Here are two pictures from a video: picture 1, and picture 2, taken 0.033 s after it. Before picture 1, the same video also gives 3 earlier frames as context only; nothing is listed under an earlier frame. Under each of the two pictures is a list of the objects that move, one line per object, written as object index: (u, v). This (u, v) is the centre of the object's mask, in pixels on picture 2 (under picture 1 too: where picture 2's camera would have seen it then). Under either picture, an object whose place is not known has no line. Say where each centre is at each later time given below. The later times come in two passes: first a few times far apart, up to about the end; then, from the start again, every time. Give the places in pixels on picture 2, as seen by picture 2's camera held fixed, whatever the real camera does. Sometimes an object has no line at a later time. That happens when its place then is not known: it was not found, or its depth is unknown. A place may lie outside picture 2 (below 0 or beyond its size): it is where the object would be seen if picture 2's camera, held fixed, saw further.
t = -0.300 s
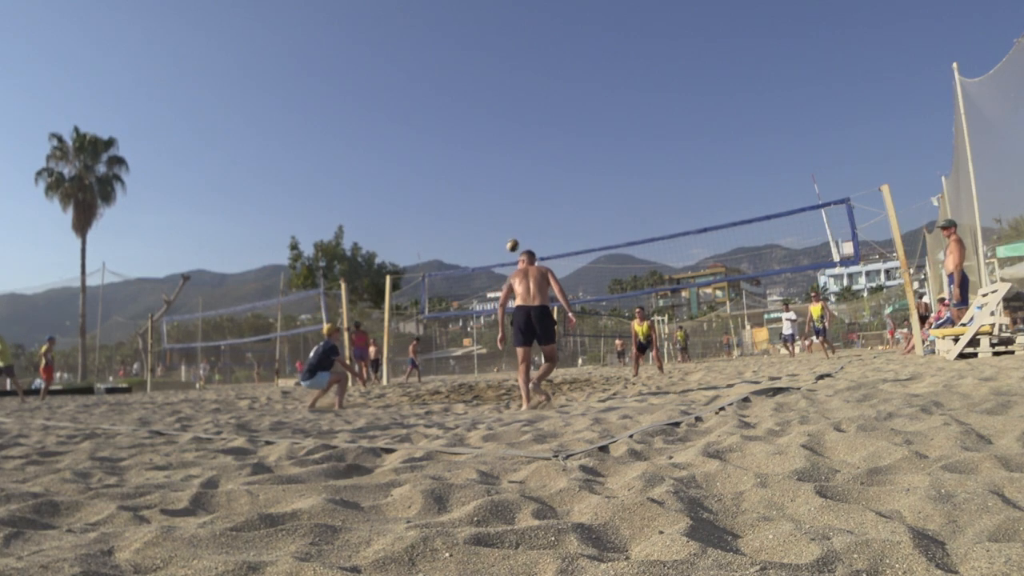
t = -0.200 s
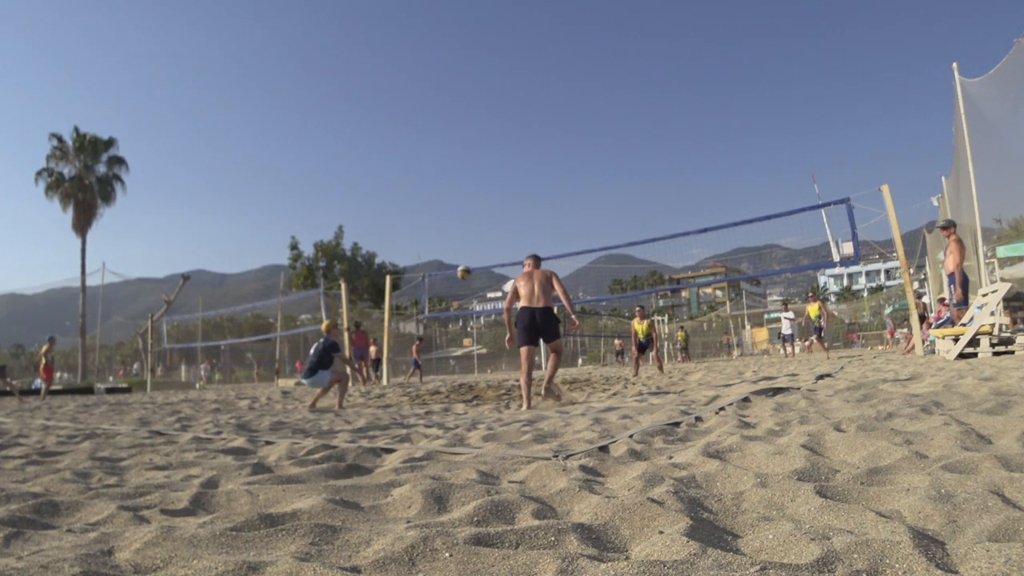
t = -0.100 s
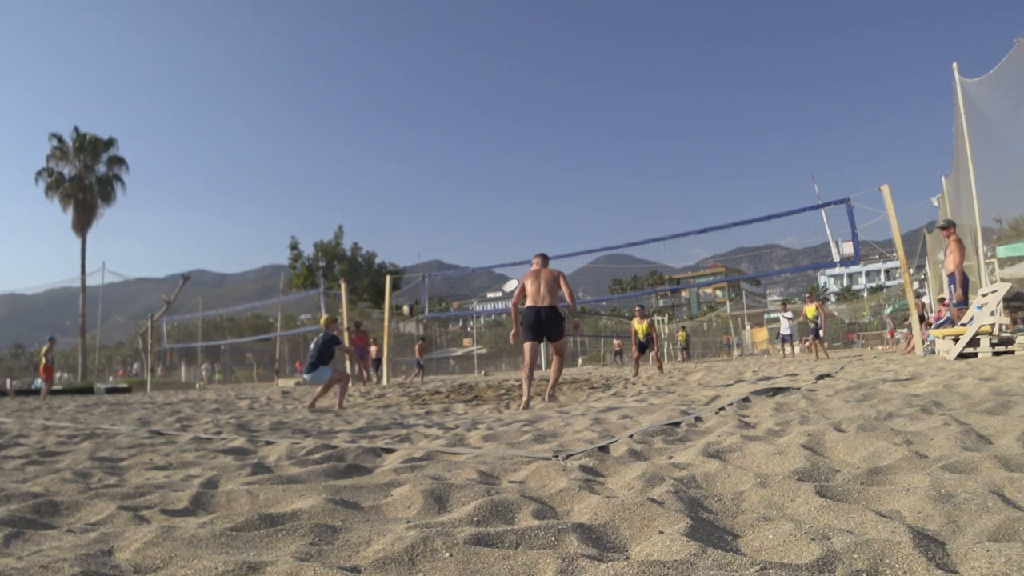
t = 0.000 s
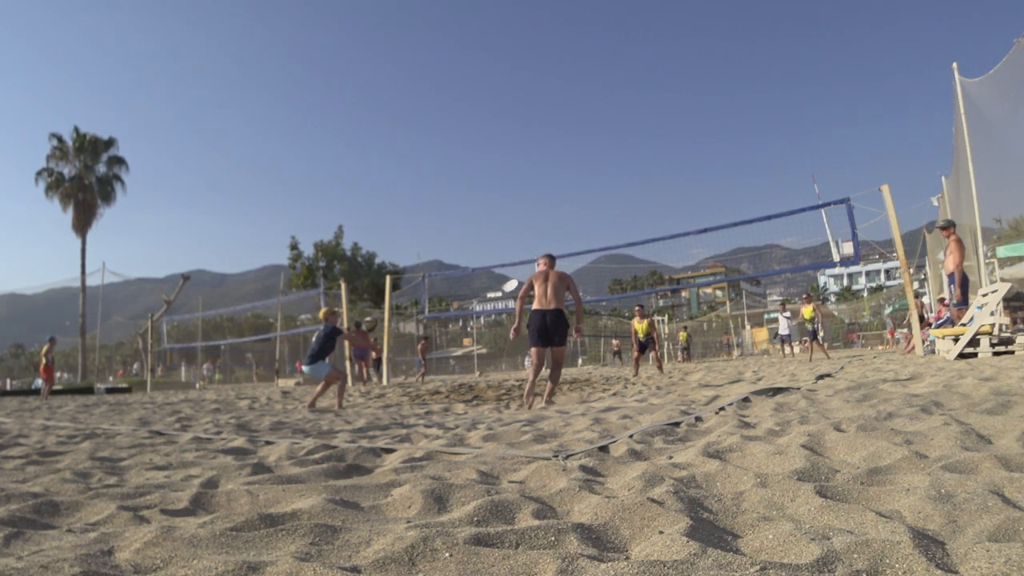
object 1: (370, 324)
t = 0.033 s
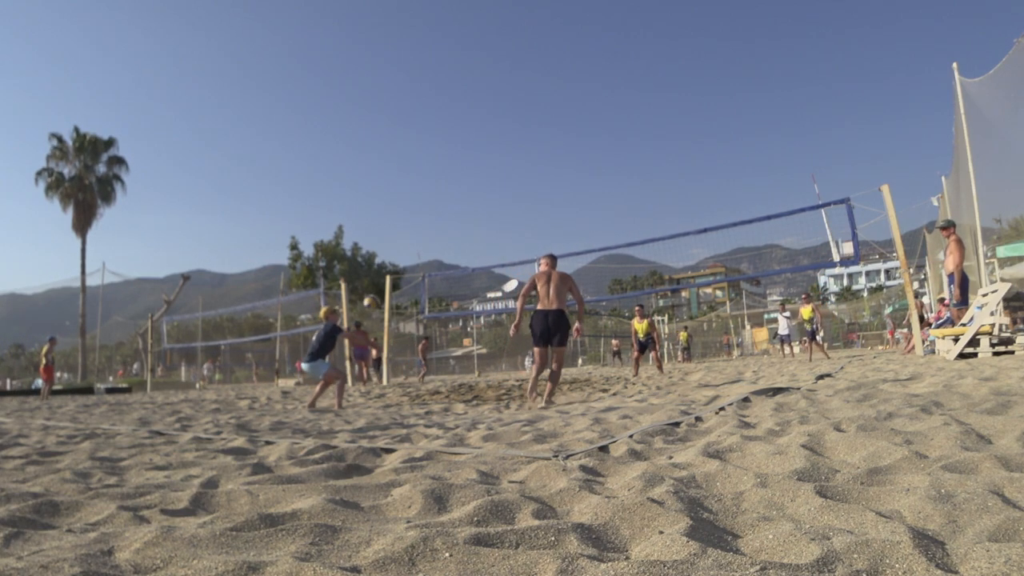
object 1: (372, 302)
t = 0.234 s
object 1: (378, 190)
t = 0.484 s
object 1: (386, 95)
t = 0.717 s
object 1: (395, 47)
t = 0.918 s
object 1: (403, 31)
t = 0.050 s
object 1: (372, 292)
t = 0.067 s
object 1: (372, 281)
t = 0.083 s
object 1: (373, 271)
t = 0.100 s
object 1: (373, 260)
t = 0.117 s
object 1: (374, 251)
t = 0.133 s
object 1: (375, 242)
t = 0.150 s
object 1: (376, 232)
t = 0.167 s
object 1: (376, 224)
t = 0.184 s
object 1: (376, 215)
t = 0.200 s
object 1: (377, 206)
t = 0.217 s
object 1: (377, 198)
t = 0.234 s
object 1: (378, 190)
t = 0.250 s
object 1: (379, 182)
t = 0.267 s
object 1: (379, 174)
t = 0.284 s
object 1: (380, 167)
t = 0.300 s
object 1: (380, 160)
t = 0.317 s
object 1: (381, 153)
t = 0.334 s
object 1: (382, 147)
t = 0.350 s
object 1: (383, 140)
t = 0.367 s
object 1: (383, 134)
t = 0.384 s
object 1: (383, 128)
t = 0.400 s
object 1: (384, 121)
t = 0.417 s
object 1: (384, 117)
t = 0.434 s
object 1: (385, 111)
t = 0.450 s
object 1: (386, 105)
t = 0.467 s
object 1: (386, 100)
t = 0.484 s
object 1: (386, 95)
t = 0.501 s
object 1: (387, 91)
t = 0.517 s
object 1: (388, 87)
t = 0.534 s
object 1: (389, 82)
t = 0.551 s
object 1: (389, 78)
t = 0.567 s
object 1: (389, 74)
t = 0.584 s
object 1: (390, 70)
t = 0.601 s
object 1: (391, 66)
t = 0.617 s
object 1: (392, 64)
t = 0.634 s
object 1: (392, 60)
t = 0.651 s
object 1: (393, 57)
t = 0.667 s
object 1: (393, 54)
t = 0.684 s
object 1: (394, 51)
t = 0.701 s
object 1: (394, 49)
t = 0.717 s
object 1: (395, 47)
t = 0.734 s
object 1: (396, 44)
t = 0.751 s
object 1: (396, 42)
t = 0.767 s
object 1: (397, 40)
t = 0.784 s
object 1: (398, 38)
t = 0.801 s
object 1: (398, 37)
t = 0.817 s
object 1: (399, 36)
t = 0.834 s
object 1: (400, 35)
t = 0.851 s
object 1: (400, 34)
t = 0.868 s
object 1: (400, 33)
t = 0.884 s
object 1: (401, 32)
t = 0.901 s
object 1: (402, 32)
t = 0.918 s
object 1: (403, 31)
